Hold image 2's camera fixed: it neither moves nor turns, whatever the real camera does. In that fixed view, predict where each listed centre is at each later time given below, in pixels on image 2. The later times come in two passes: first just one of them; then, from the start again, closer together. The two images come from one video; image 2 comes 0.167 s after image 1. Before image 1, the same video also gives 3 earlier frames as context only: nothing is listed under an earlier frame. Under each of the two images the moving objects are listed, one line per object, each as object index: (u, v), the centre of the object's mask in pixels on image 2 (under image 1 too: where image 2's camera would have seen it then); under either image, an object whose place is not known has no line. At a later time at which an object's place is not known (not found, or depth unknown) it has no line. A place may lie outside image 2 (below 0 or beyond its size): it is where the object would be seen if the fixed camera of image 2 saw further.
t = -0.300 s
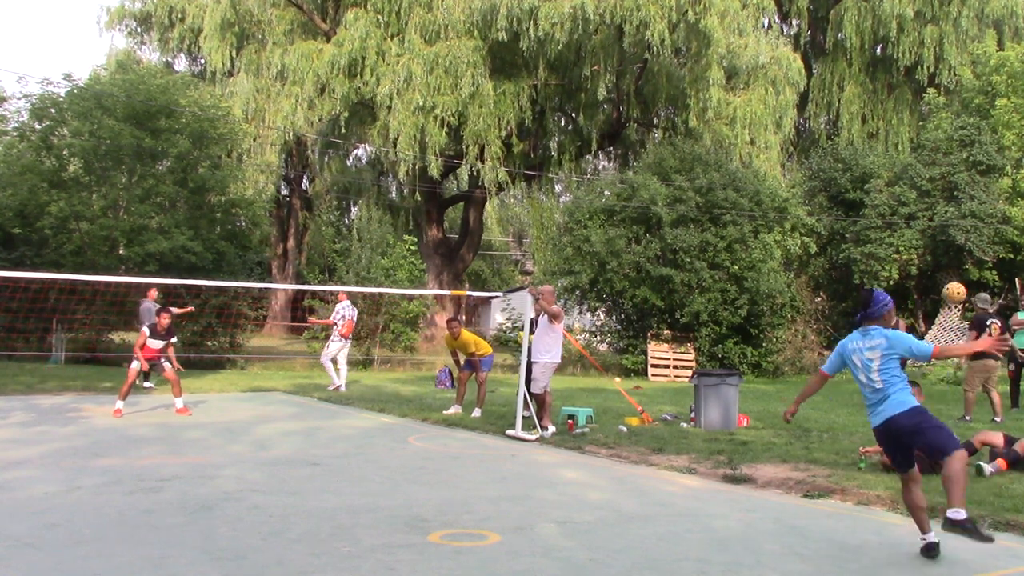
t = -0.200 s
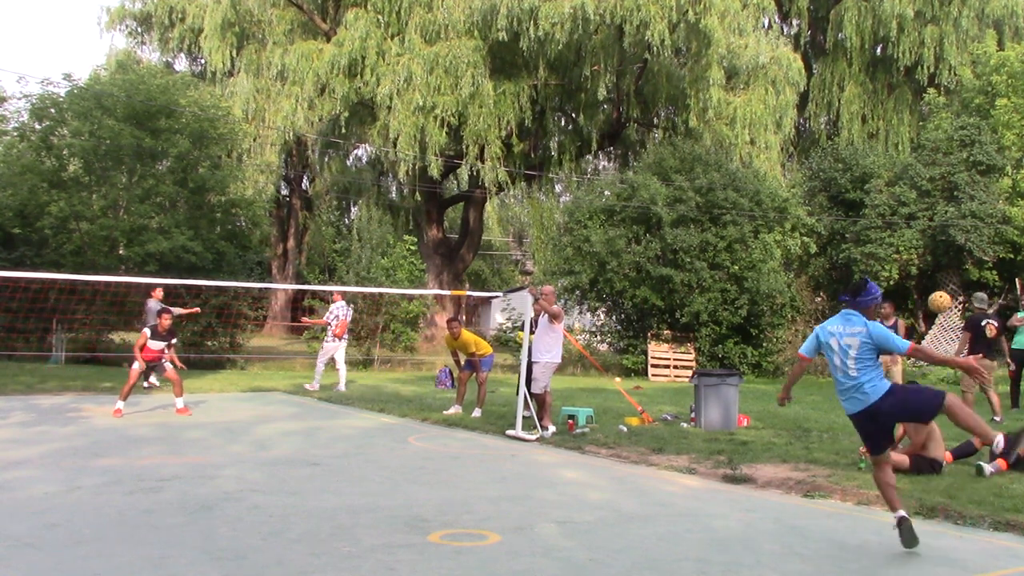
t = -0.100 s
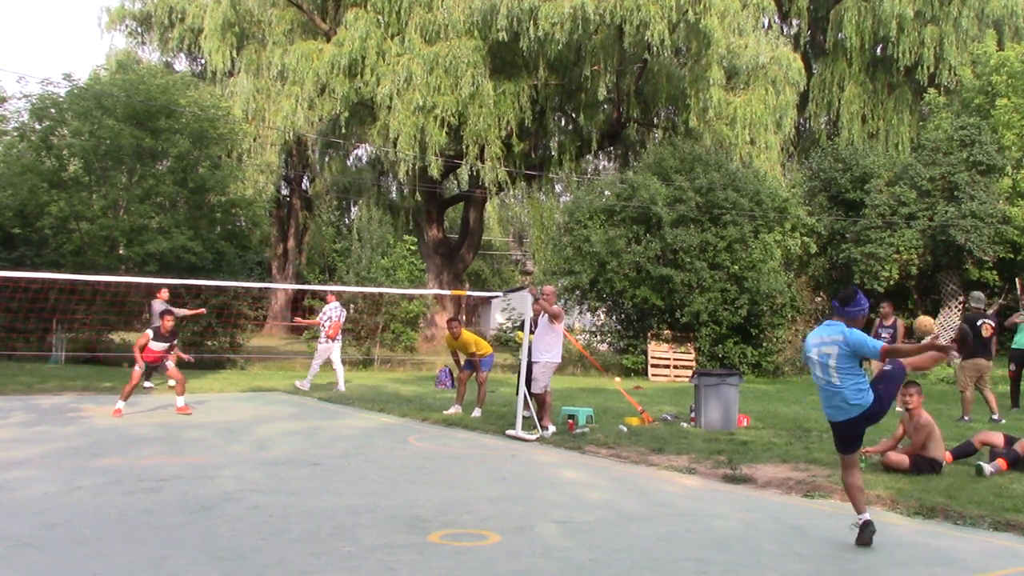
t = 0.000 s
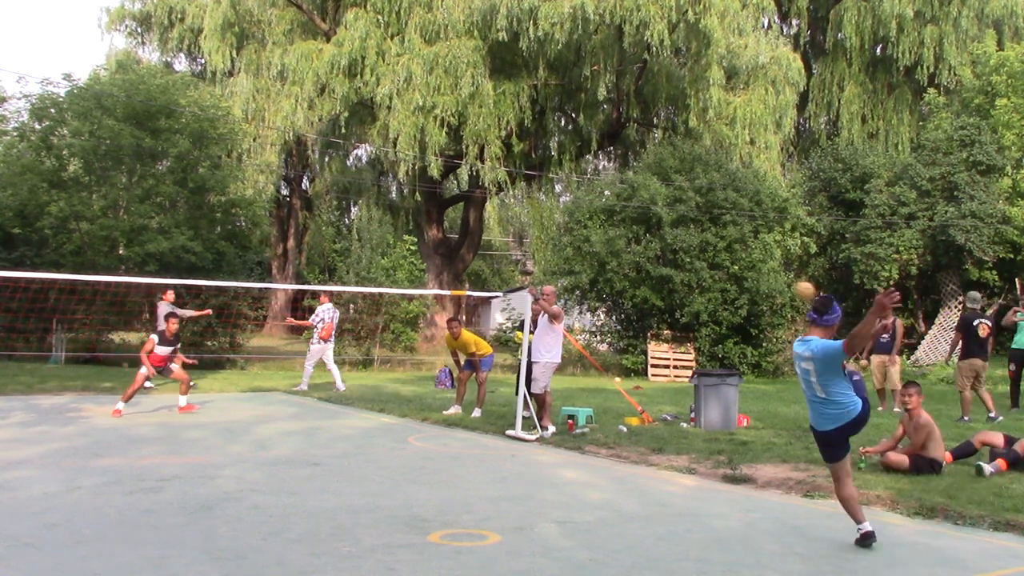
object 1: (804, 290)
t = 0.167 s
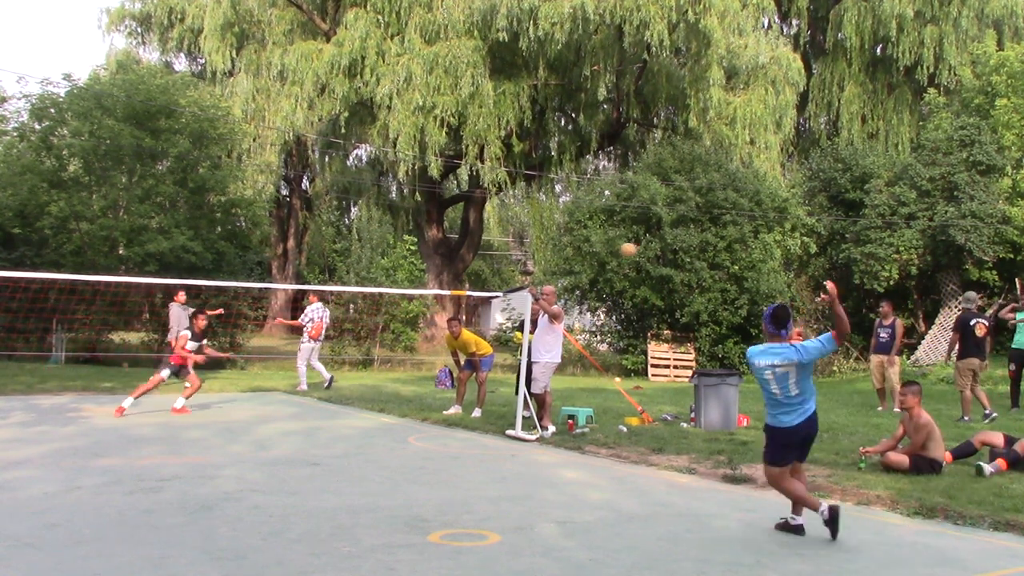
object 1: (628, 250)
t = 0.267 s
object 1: (550, 245)
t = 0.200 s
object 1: (600, 247)
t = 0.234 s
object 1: (574, 246)
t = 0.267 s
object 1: (550, 245)
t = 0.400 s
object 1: (466, 255)
